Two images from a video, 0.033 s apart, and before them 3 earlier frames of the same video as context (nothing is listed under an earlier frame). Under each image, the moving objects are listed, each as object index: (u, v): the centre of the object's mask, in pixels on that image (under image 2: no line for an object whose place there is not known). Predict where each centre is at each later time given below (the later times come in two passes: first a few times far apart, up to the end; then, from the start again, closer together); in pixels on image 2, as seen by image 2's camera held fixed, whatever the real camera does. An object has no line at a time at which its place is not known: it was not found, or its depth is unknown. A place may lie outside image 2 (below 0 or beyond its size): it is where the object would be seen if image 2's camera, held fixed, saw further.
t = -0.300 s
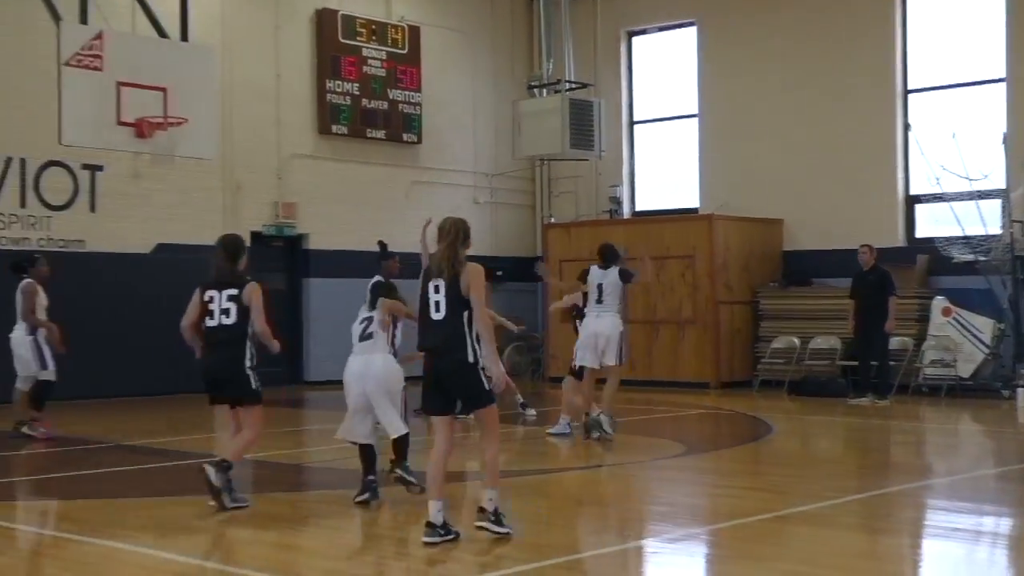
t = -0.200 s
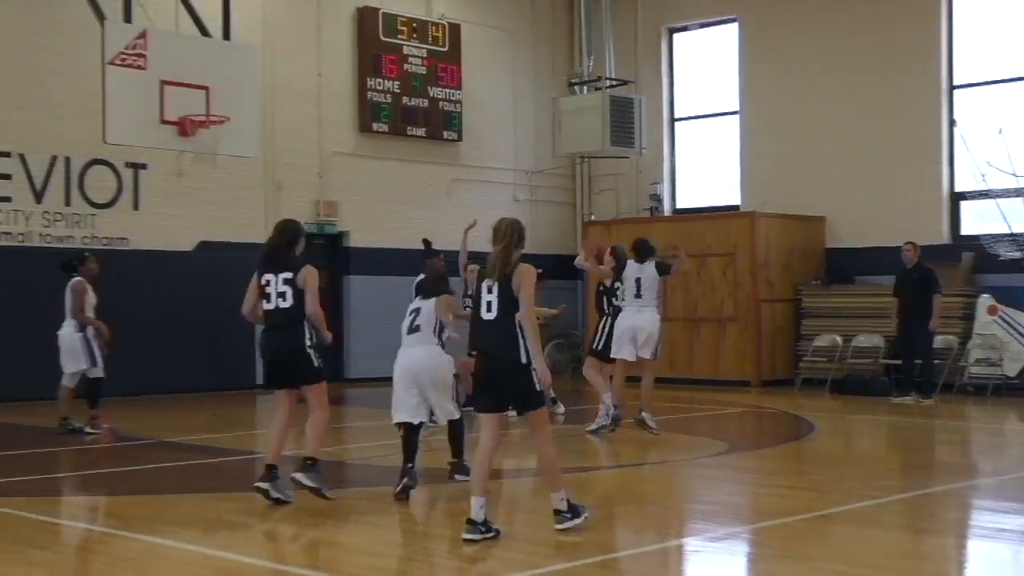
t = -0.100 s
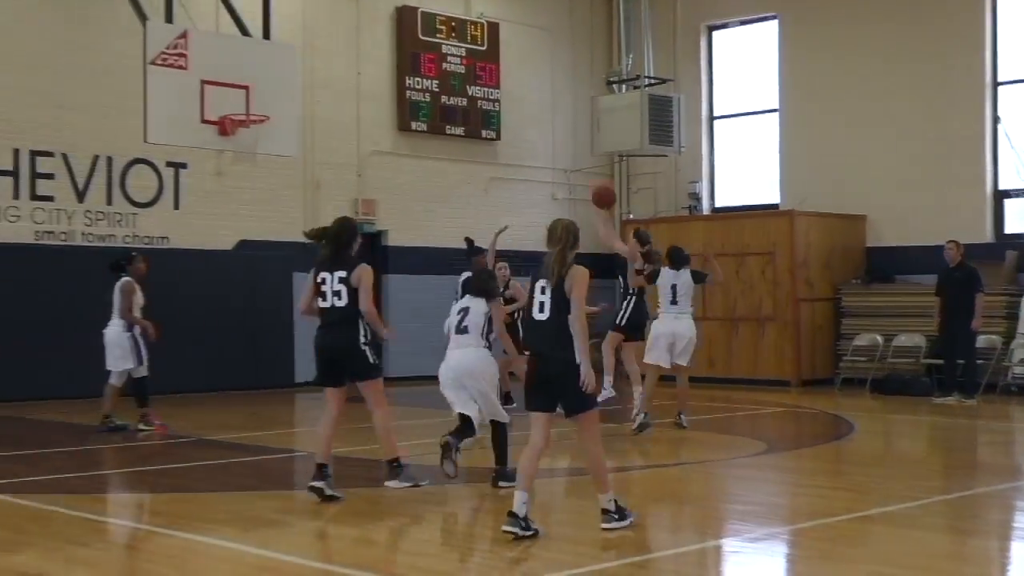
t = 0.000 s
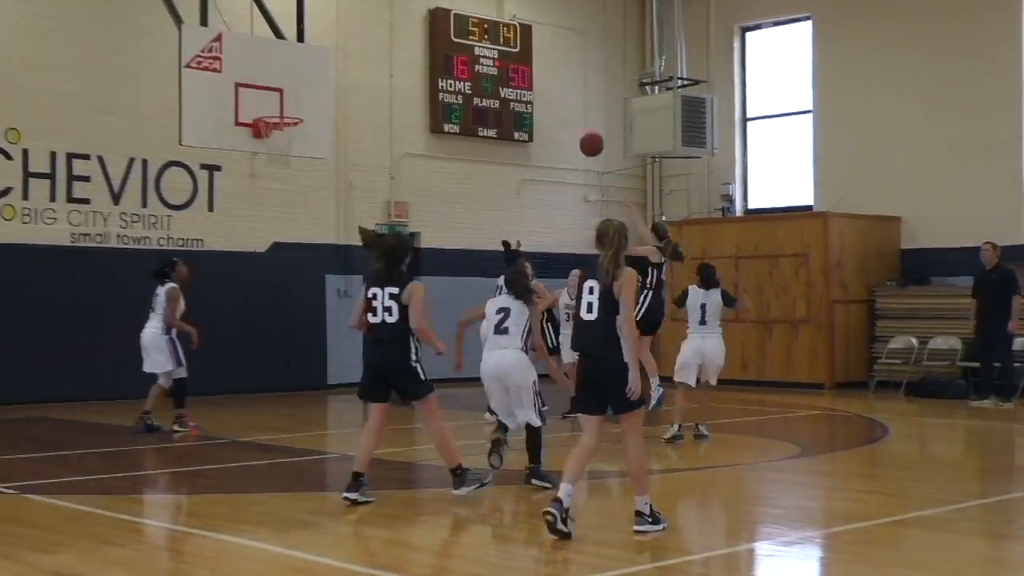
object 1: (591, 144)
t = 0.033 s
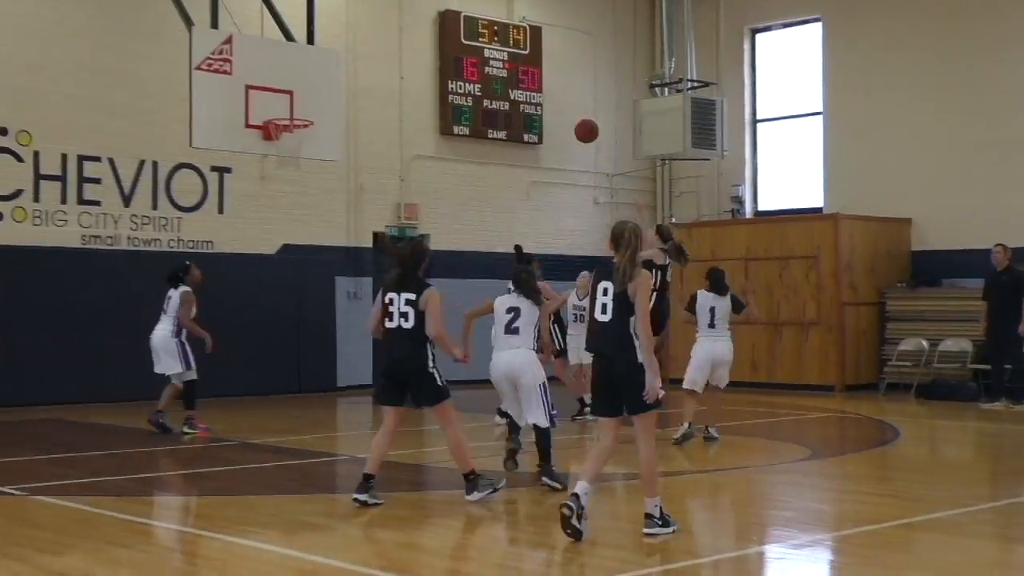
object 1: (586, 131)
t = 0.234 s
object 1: (505, 67)
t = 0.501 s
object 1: (403, 49)
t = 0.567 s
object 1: (377, 54)
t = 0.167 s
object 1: (529, 82)
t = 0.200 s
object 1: (518, 73)
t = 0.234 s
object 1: (505, 67)
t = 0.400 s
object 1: (438, 47)
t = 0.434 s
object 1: (425, 46)
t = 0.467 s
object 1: (413, 47)
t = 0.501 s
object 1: (403, 49)
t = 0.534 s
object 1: (388, 51)
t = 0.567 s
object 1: (377, 54)
